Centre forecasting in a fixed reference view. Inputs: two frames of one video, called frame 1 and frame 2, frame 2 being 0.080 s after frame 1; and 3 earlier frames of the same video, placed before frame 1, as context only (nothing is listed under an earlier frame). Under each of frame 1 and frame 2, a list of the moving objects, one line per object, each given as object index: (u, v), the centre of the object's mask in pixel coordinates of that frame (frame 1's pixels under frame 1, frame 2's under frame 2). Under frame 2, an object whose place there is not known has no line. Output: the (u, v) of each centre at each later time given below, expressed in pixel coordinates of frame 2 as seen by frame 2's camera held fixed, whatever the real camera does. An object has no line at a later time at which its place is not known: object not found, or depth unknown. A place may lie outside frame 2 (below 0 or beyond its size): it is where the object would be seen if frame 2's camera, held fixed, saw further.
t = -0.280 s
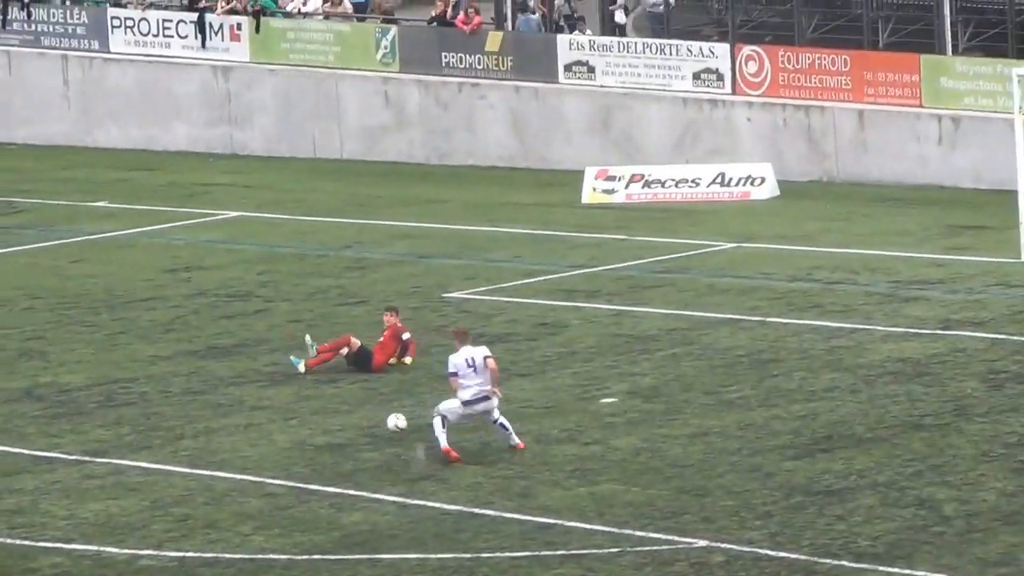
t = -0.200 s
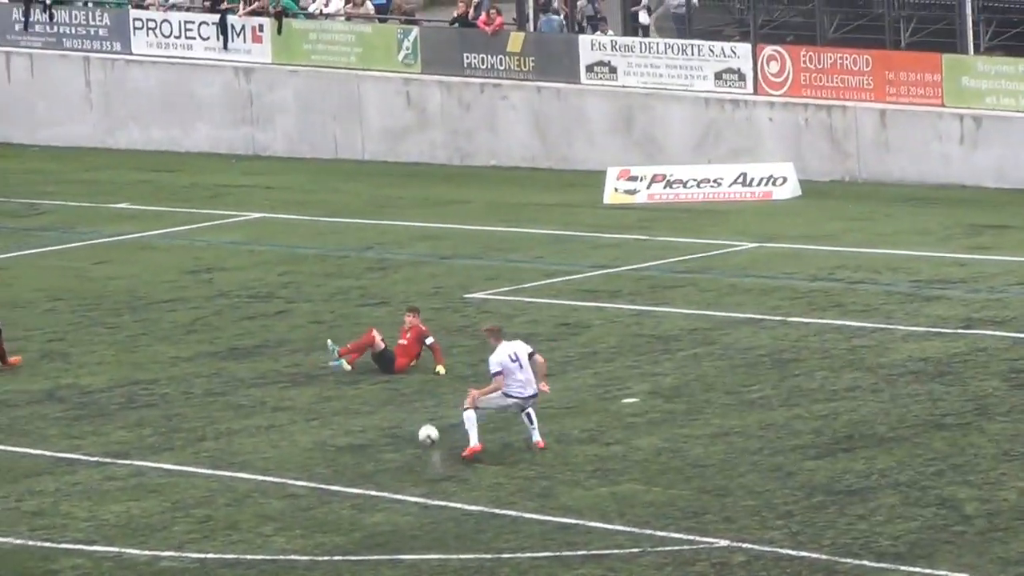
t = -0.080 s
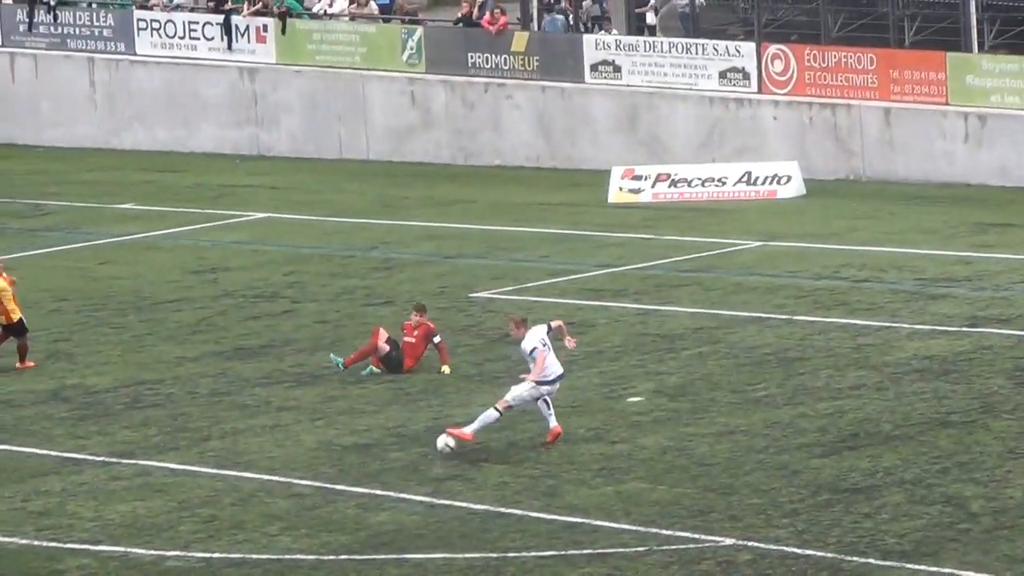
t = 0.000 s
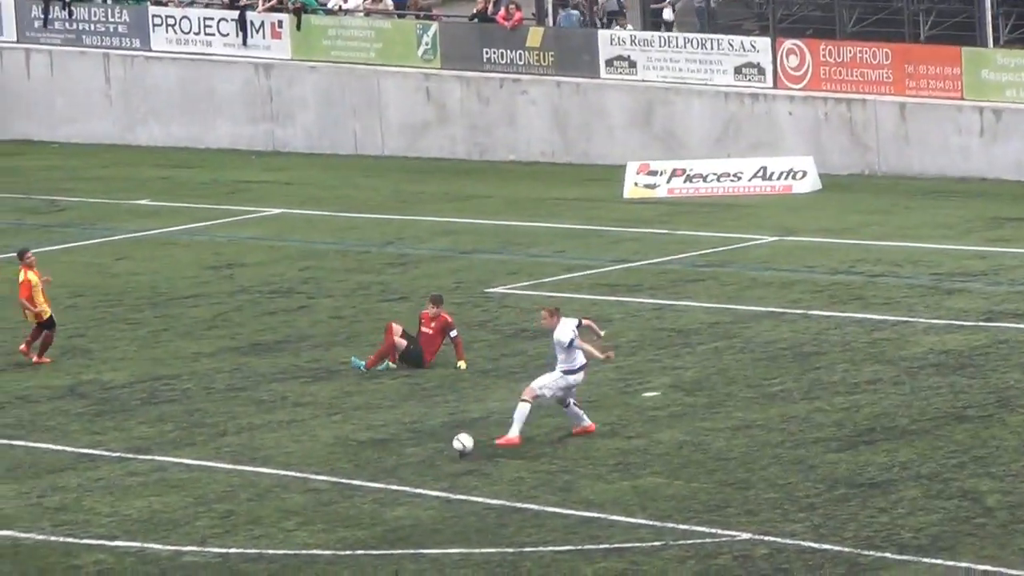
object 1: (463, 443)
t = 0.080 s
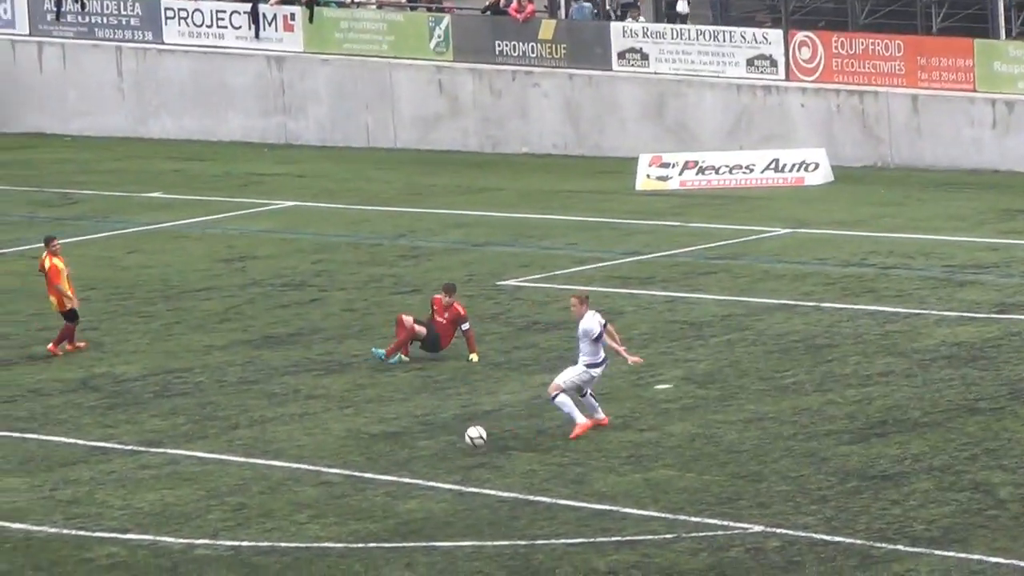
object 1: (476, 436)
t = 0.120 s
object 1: (475, 438)
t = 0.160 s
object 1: (476, 442)
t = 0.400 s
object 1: (483, 463)
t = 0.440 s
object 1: (483, 468)
